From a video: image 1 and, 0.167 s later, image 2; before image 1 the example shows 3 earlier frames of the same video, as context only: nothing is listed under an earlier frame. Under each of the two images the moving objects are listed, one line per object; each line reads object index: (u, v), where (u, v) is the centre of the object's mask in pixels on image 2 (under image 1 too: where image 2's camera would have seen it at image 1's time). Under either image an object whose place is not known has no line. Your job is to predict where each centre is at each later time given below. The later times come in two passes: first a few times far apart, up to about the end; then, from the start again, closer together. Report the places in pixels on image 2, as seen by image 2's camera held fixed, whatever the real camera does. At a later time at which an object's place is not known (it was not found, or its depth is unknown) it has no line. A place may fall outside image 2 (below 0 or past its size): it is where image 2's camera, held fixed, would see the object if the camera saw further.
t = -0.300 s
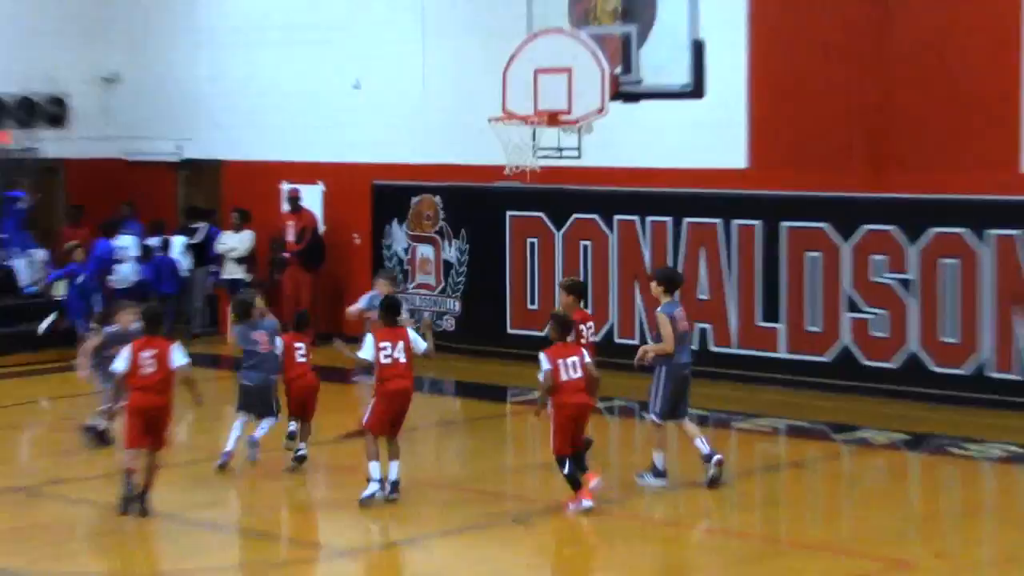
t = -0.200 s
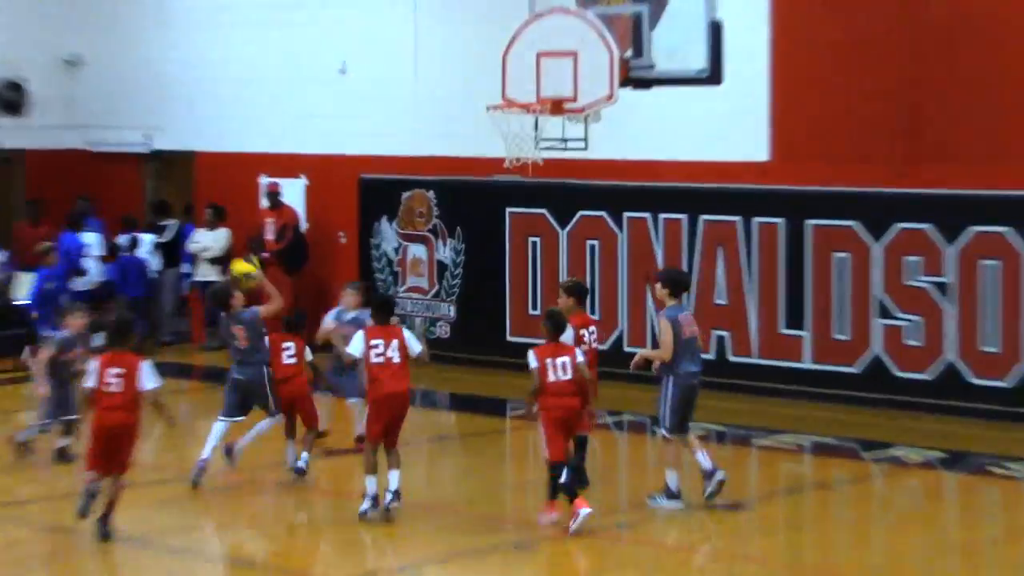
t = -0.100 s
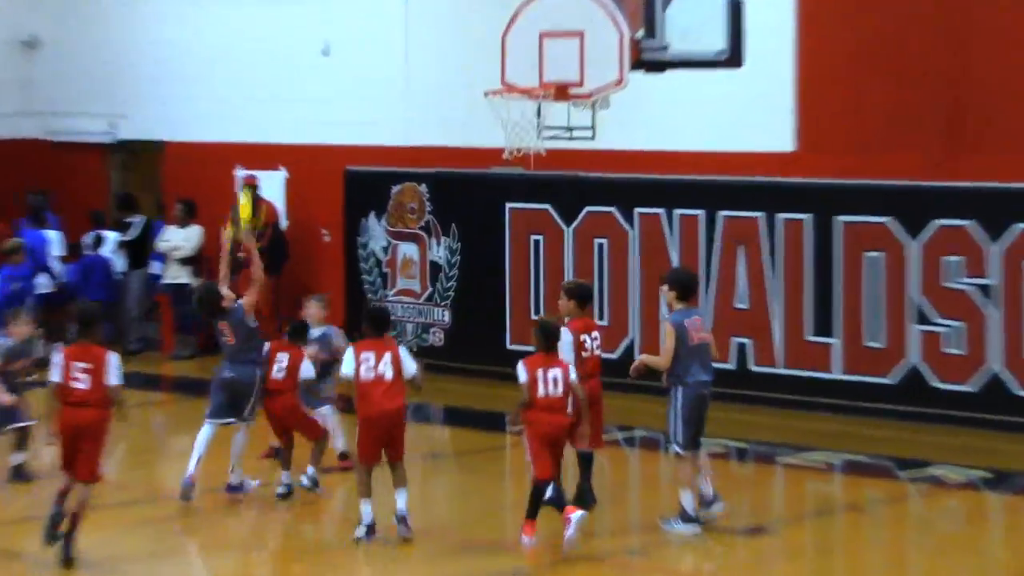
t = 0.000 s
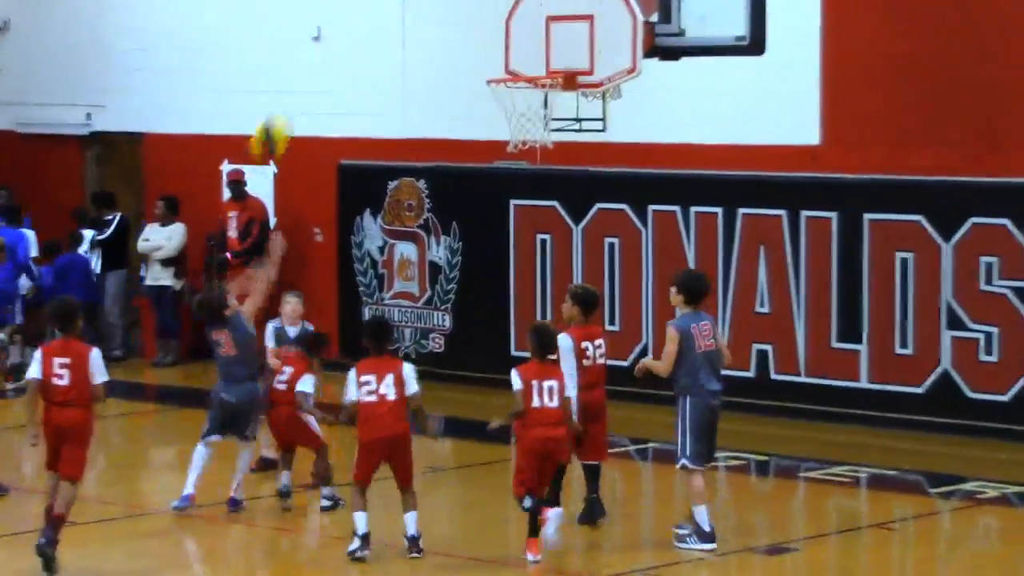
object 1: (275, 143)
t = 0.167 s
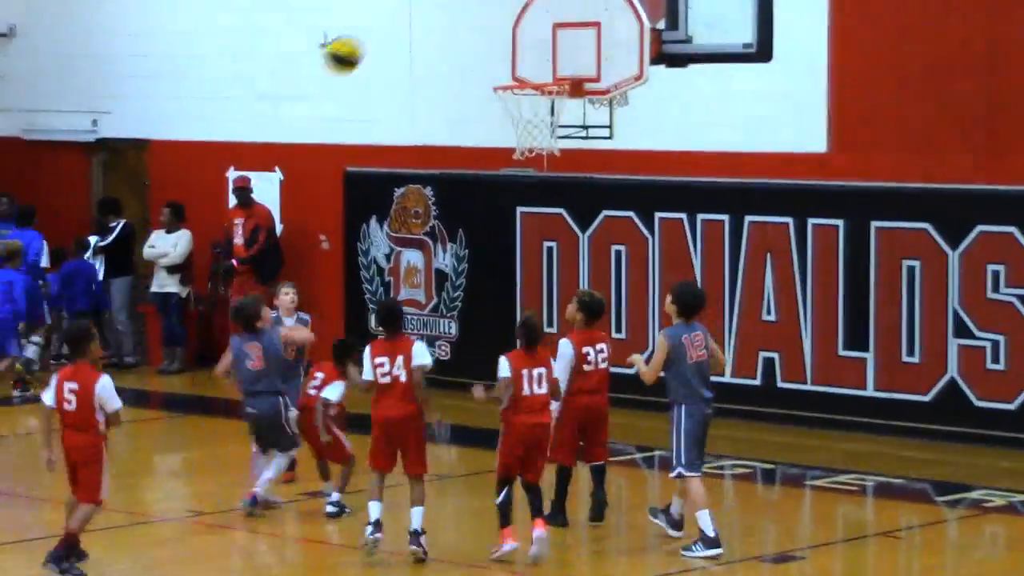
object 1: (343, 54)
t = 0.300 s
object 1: (395, 15)
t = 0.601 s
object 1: (508, 31)
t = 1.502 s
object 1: (525, 112)
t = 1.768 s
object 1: (556, 147)
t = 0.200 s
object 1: (355, 43)
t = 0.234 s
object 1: (368, 32)
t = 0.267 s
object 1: (381, 23)
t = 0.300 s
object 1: (395, 15)
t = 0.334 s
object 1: (407, 10)
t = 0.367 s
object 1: (420, 7)
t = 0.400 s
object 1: (433, 5)
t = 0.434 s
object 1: (446, 5)
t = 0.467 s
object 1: (459, 6)
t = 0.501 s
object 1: (470, 9)
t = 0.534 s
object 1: (484, 14)
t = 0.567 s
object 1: (495, 21)
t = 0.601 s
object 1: (508, 31)
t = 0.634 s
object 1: (521, 40)
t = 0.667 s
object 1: (533, 52)
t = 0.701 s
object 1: (546, 65)
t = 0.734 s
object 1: (550, 66)
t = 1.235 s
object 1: (521, 78)
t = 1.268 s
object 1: (517, 80)
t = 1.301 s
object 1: (514, 83)
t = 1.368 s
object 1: (513, 90)
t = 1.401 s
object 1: (515, 95)
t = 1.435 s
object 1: (517, 103)
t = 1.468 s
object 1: (520, 106)
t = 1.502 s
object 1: (525, 112)
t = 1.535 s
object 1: (529, 116)
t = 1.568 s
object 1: (534, 121)
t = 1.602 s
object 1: (539, 125)
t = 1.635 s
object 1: (544, 128)
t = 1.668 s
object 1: (548, 132)
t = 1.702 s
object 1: (551, 136)
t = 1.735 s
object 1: (554, 141)
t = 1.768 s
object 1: (556, 147)
